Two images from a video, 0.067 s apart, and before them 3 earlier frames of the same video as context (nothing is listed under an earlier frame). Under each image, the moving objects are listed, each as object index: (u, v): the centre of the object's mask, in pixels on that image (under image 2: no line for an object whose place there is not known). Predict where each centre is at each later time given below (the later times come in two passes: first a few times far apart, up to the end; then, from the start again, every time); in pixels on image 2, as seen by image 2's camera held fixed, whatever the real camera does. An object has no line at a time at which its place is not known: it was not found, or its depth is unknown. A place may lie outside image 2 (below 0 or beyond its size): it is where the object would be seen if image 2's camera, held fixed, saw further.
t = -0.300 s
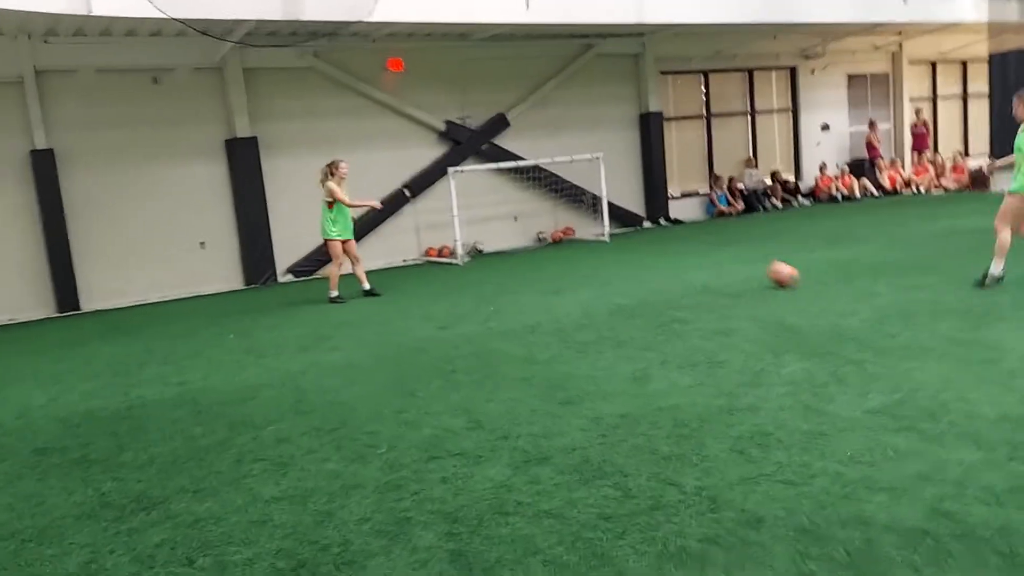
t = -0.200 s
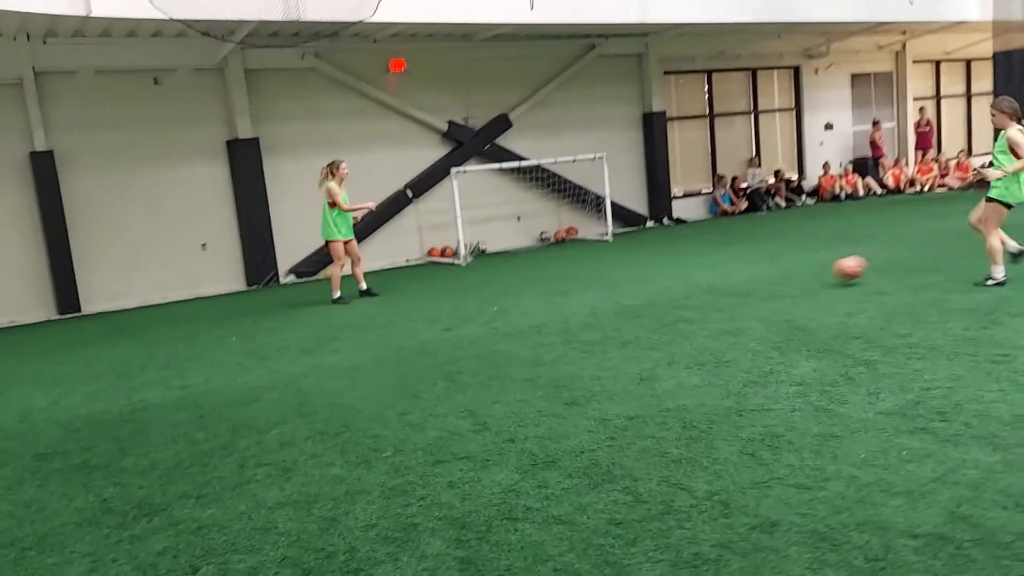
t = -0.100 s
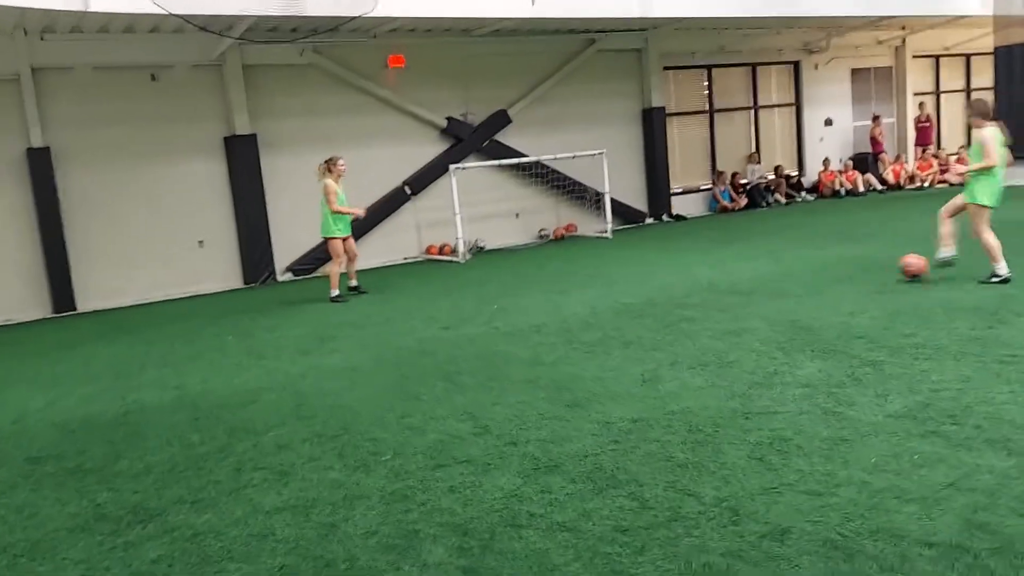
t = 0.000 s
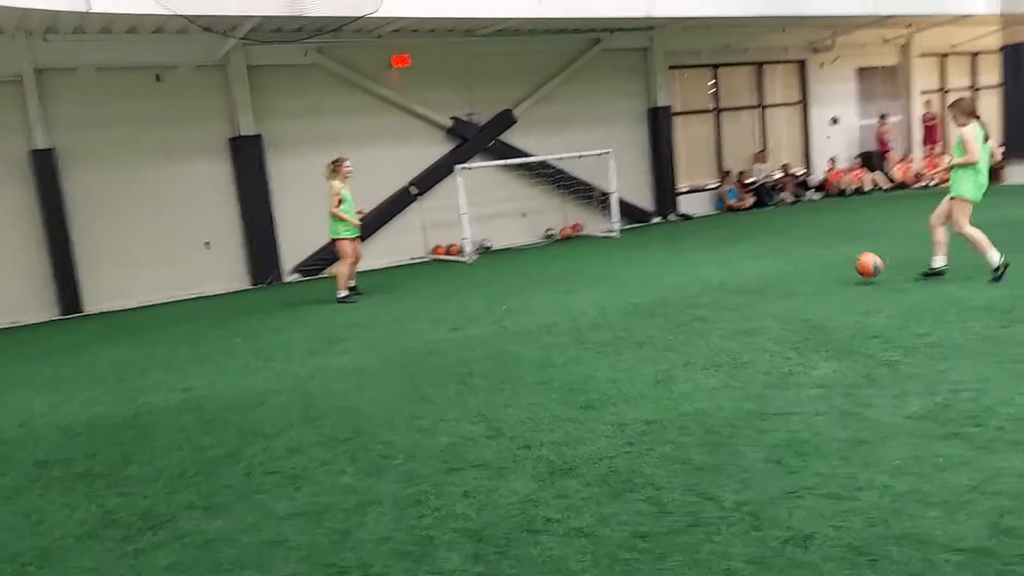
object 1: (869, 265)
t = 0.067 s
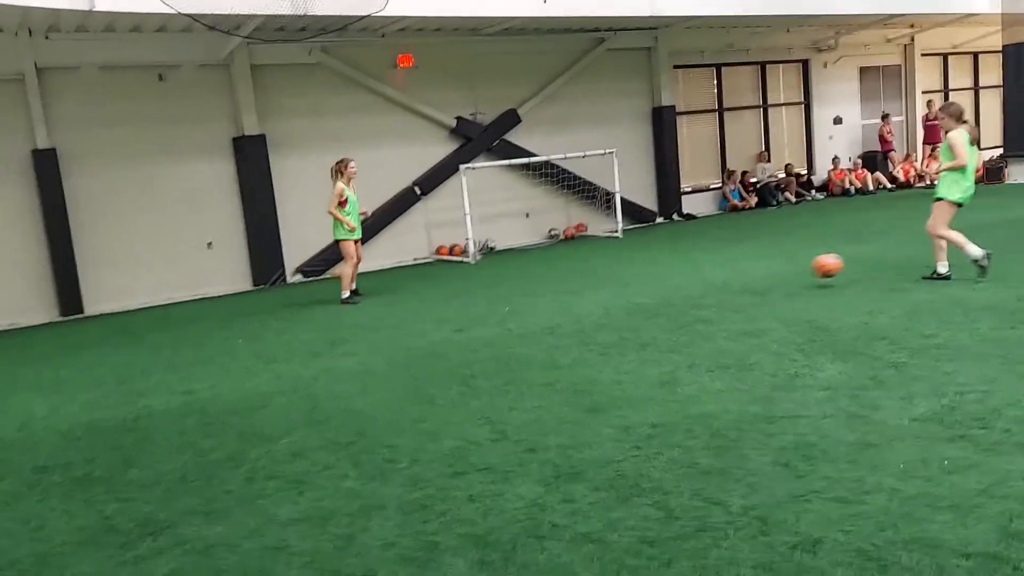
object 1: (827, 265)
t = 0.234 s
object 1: (719, 280)
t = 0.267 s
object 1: (702, 277)
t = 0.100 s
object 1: (805, 267)
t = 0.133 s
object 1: (783, 270)
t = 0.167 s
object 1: (759, 275)
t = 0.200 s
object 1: (737, 280)
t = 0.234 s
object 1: (719, 280)
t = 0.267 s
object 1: (702, 277)
